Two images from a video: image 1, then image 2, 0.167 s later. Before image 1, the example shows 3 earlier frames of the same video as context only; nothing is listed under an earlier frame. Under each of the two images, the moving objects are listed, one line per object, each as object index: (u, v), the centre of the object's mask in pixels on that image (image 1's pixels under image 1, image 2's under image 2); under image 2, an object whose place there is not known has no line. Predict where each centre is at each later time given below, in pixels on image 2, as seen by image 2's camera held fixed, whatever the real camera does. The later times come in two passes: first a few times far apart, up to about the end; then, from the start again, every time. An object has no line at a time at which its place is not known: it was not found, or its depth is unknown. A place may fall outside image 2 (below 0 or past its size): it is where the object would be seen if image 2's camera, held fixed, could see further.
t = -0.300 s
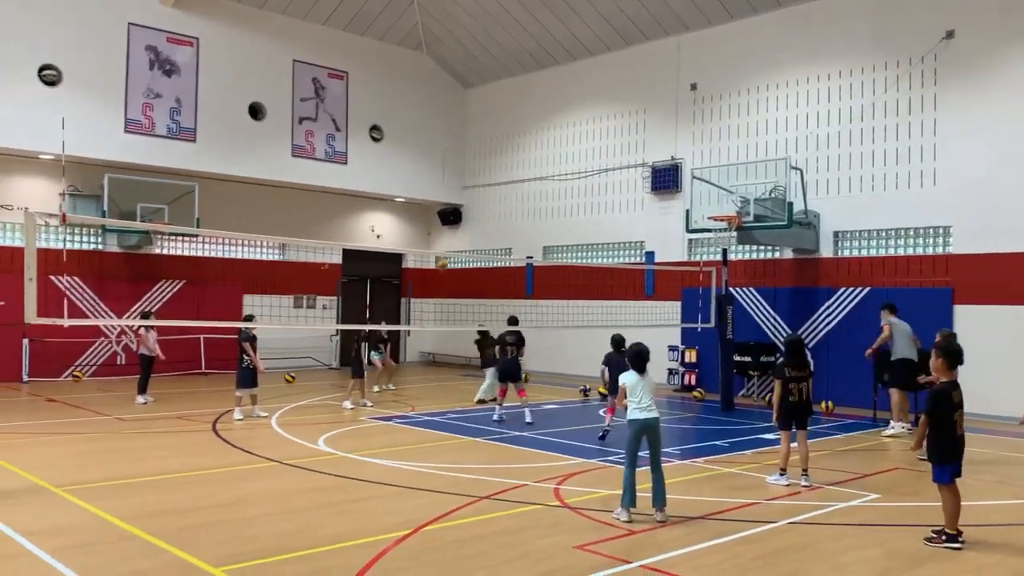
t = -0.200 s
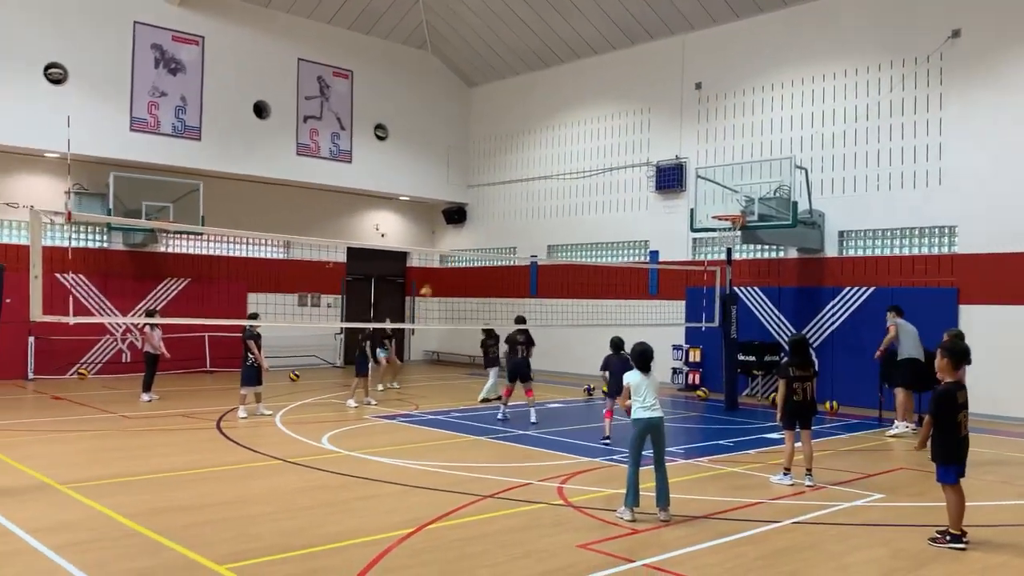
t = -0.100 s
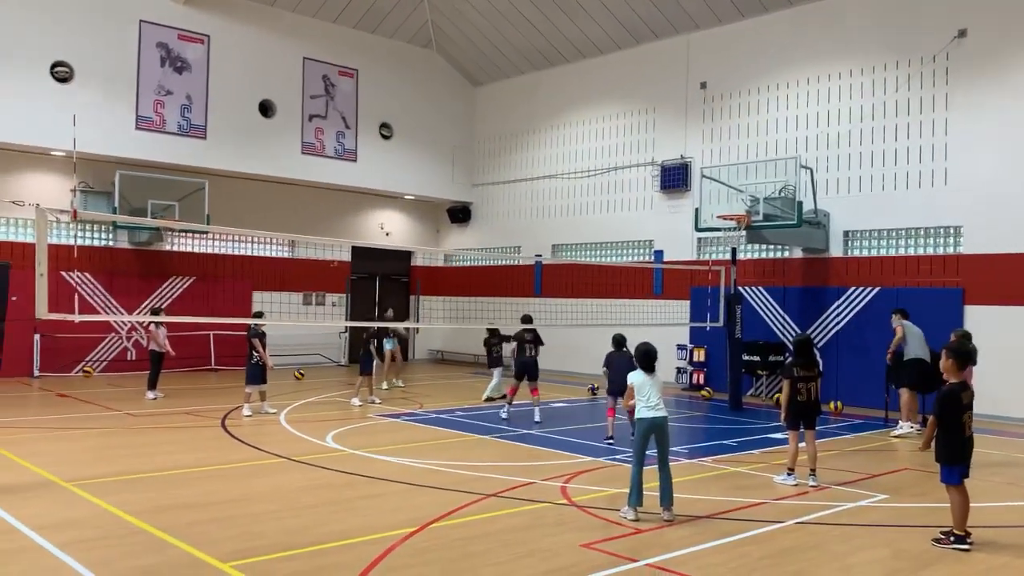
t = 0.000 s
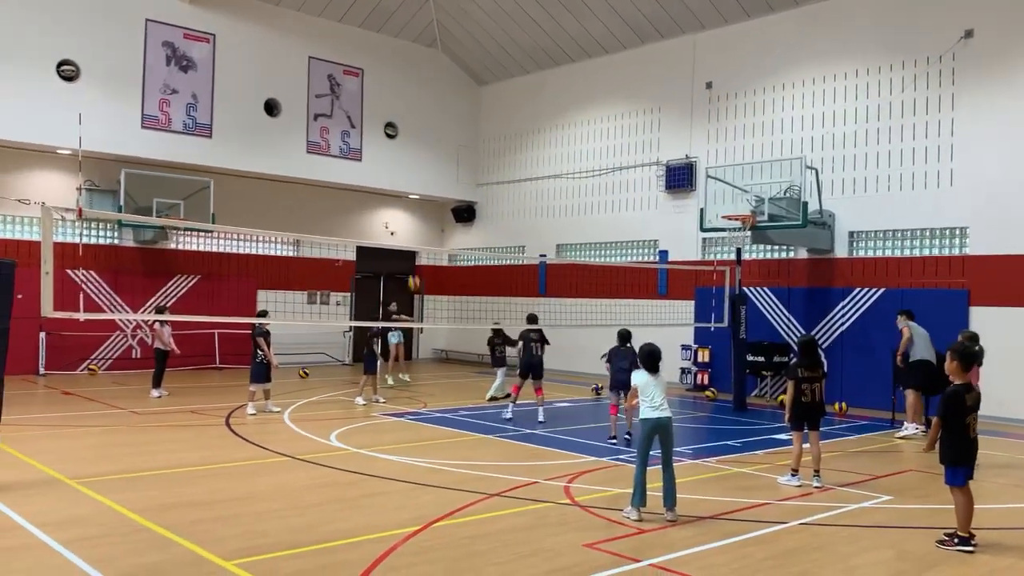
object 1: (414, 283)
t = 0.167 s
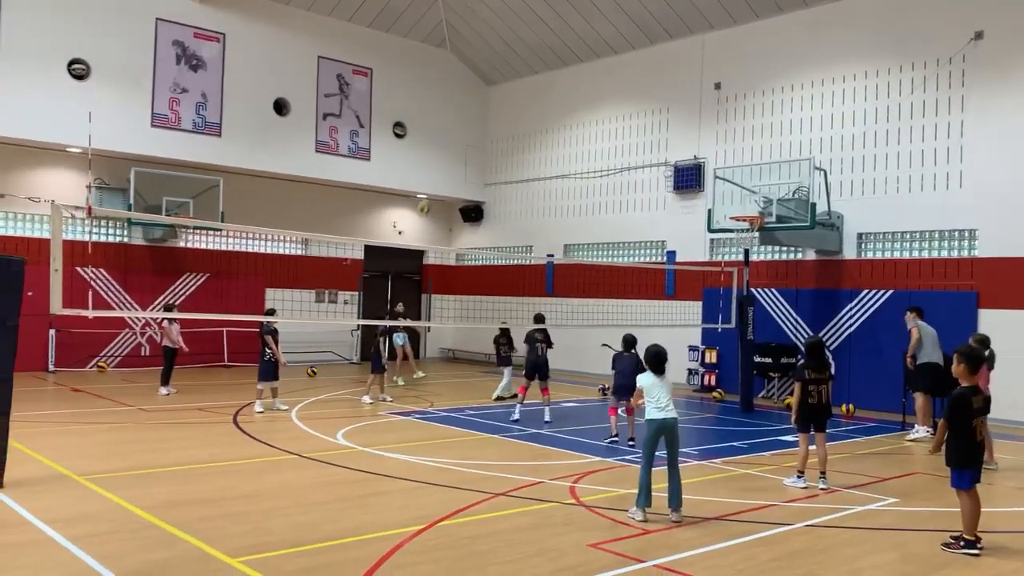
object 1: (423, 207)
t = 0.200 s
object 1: (426, 196)
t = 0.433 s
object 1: (431, 114)
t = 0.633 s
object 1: (438, 69)
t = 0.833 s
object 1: (444, 48)
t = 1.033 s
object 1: (449, 54)
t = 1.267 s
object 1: (453, 103)
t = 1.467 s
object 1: (454, 188)
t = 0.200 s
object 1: (426, 196)
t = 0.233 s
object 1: (426, 181)
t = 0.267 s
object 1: (426, 169)
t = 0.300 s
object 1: (428, 157)
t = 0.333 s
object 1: (429, 145)
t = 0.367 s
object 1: (430, 134)
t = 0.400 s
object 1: (430, 125)
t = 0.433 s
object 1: (431, 114)
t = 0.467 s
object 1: (432, 105)
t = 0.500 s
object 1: (433, 97)
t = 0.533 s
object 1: (435, 89)
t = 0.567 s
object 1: (436, 82)
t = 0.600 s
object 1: (437, 75)
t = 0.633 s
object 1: (438, 69)
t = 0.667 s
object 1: (438, 64)
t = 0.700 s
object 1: (440, 59)
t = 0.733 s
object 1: (441, 55)
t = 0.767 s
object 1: (442, 52)
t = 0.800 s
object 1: (443, 49)
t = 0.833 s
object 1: (444, 48)
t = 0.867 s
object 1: (445, 47)
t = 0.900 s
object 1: (446, 47)
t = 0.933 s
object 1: (447, 47)
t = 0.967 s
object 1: (447, 49)
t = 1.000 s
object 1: (448, 51)
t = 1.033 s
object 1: (449, 54)
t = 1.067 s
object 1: (449, 58)
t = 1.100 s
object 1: (450, 63)
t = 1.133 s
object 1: (451, 69)
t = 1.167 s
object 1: (451, 76)
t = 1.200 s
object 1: (452, 85)
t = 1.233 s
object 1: (453, 94)
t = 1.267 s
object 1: (453, 103)
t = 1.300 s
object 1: (453, 114)
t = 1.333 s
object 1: (454, 126)
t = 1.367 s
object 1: (454, 140)
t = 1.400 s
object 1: (453, 155)
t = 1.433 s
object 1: (453, 171)
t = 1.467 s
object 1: (454, 188)
